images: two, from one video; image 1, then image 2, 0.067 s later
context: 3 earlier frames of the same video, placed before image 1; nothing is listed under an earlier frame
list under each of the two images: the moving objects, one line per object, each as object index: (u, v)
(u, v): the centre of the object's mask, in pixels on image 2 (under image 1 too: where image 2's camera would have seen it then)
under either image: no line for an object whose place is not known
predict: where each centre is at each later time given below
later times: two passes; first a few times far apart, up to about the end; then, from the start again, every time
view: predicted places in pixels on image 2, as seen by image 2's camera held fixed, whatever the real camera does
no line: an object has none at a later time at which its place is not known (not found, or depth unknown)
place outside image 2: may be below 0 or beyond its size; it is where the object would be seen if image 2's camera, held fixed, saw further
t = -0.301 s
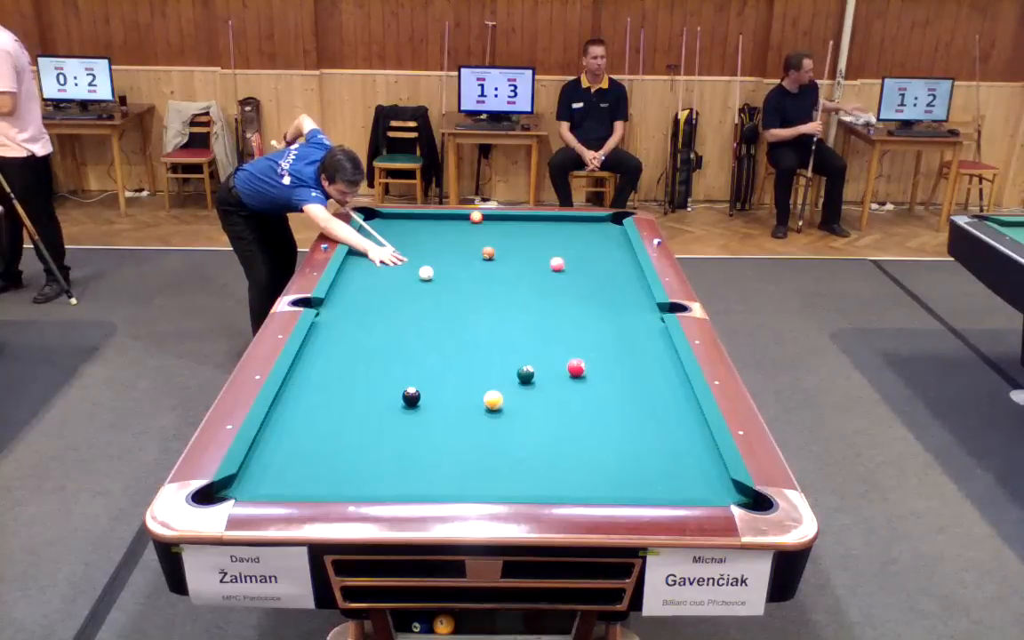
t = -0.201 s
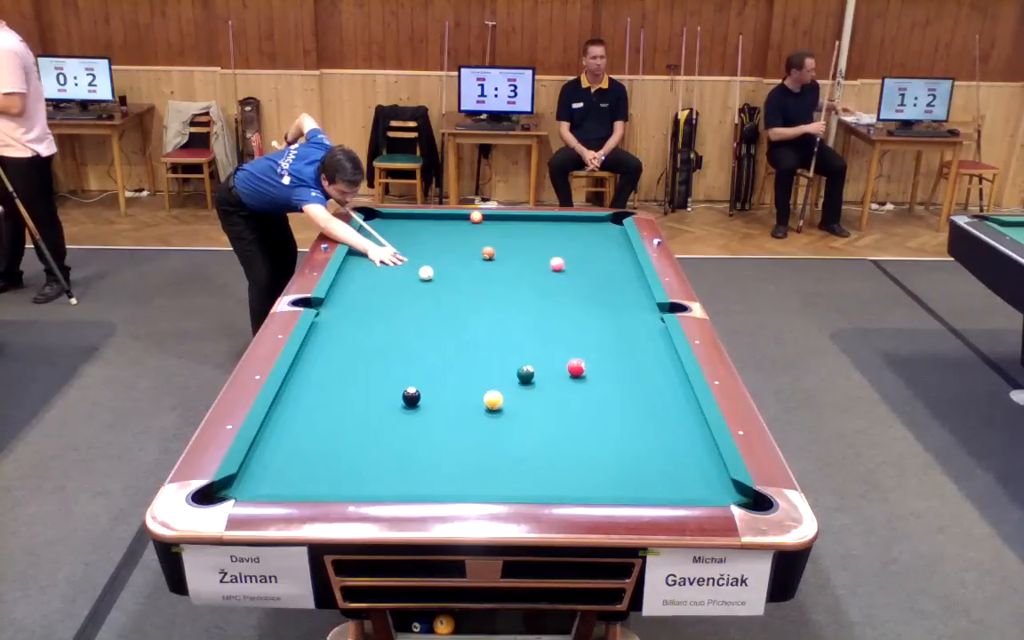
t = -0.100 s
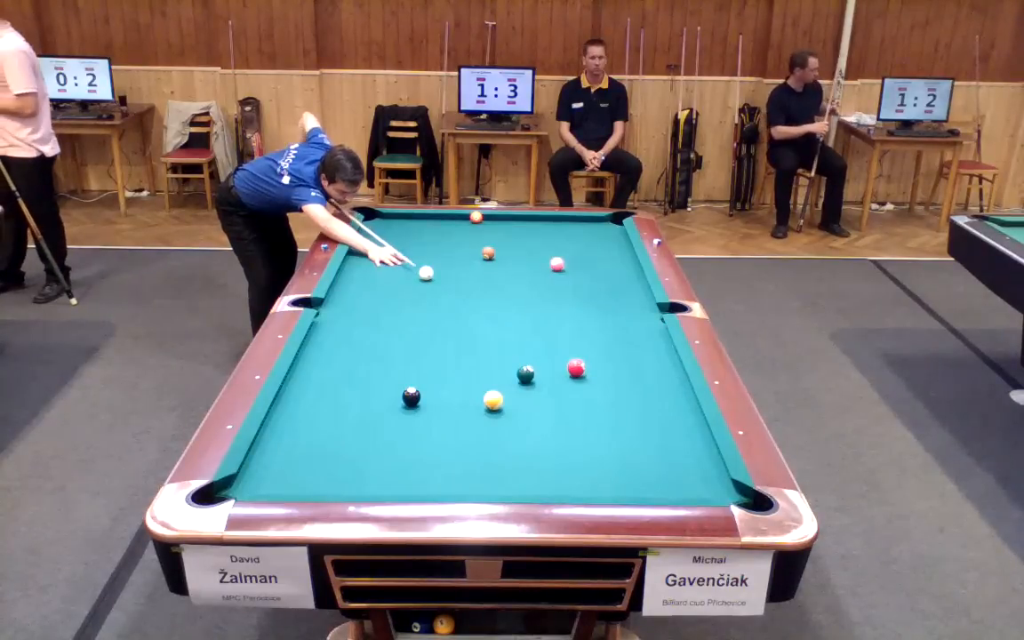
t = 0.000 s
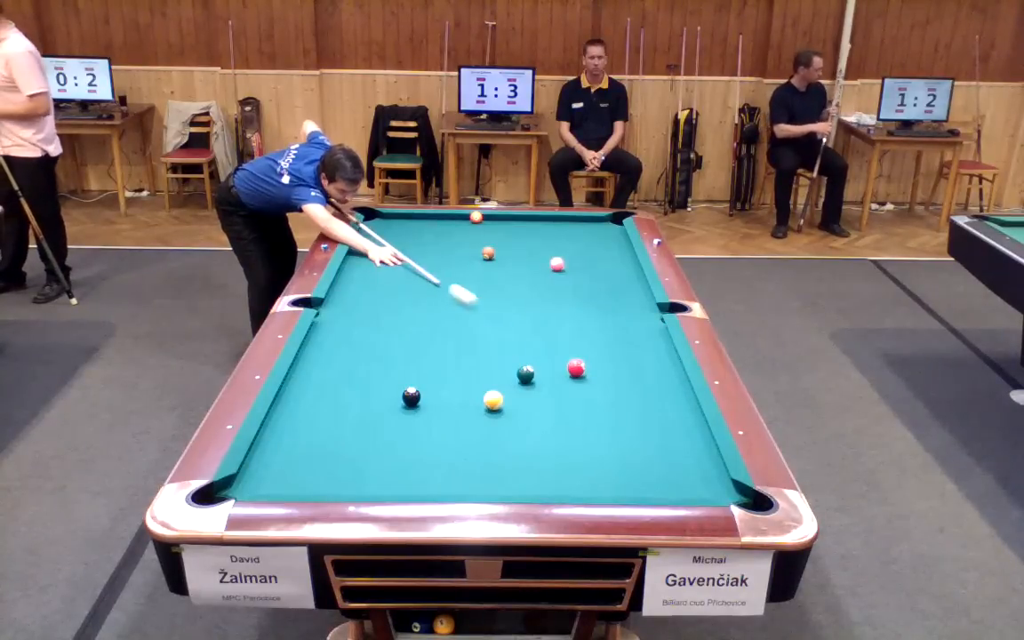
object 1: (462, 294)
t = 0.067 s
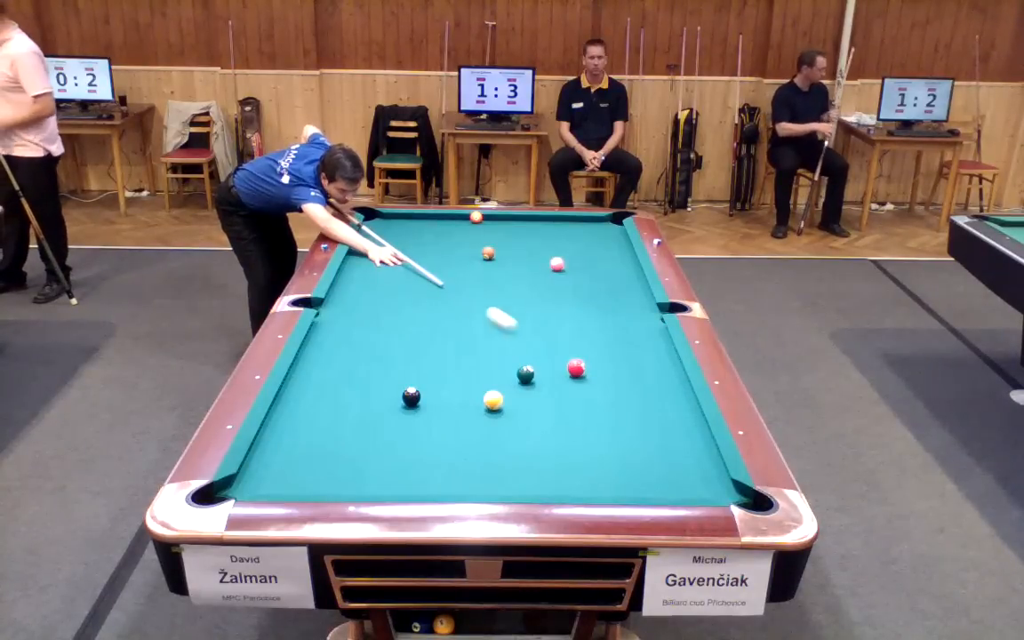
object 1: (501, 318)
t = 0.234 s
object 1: (575, 360)
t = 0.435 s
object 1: (592, 358)
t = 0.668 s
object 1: (611, 356)
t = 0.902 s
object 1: (628, 353)
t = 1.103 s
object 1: (642, 351)
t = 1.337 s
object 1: (657, 349)
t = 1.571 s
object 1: (664, 347)
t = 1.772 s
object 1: (656, 344)
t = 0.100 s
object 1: (521, 331)
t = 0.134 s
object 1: (543, 345)
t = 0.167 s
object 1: (562, 356)
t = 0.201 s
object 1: (572, 361)
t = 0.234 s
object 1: (575, 360)
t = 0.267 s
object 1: (578, 360)
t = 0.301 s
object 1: (581, 360)
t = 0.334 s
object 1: (584, 359)
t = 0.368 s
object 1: (586, 359)
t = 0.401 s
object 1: (589, 358)
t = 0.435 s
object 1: (592, 358)
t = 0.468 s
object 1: (595, 357)
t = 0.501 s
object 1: (597, 357)
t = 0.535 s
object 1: (600, 357)
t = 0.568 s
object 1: (603, 357)
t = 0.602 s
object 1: (605, 356)
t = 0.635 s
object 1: (608, 356)
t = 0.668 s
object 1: (611, 356)
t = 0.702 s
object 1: (613, 355)
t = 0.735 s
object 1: (616, 355)
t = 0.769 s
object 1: (618, 354)
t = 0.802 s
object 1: (621, 354)
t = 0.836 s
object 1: (623, 354)
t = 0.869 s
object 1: (626, 353)
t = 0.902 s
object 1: (628, 353)
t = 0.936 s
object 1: (630, 353)
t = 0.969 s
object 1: (633, 352)
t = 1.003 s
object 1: (635, 352)
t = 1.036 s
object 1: (637, 352)
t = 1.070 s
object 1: (640, 351)
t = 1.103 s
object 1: (642, 351)
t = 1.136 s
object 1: (644, 351)
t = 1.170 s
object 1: (647, 351)
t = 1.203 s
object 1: (649, 351)
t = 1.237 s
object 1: (651, 350)
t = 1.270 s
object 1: (653, 350)
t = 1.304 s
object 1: (656, 350)
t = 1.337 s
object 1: (657, 349)
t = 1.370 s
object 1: (659, 349)
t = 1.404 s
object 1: (661, 349)
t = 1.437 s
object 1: (663, 349)
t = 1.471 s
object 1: (665, 348)
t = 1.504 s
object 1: (666, 348)
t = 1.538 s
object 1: (665, 347)
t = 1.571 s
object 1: (664, 347)
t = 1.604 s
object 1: (662, 346)
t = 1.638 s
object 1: (660, 346)
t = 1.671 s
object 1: (659, 345)
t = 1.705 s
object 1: (658, 345)
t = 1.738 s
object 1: (656, 344)
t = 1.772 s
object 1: (656, 344)
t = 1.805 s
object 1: (654, 343)
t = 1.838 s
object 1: (653, 343)
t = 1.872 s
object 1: (652, 343)
